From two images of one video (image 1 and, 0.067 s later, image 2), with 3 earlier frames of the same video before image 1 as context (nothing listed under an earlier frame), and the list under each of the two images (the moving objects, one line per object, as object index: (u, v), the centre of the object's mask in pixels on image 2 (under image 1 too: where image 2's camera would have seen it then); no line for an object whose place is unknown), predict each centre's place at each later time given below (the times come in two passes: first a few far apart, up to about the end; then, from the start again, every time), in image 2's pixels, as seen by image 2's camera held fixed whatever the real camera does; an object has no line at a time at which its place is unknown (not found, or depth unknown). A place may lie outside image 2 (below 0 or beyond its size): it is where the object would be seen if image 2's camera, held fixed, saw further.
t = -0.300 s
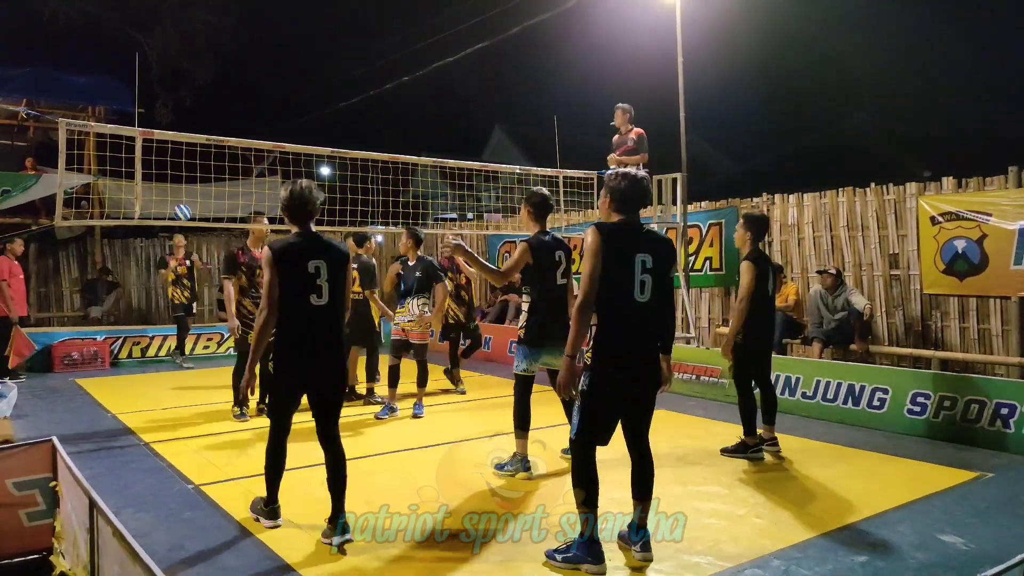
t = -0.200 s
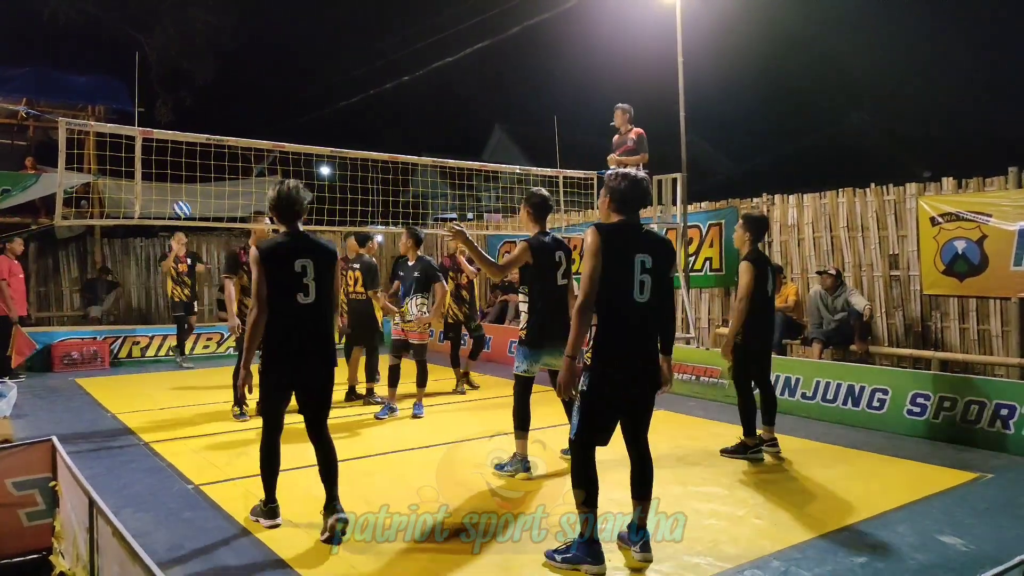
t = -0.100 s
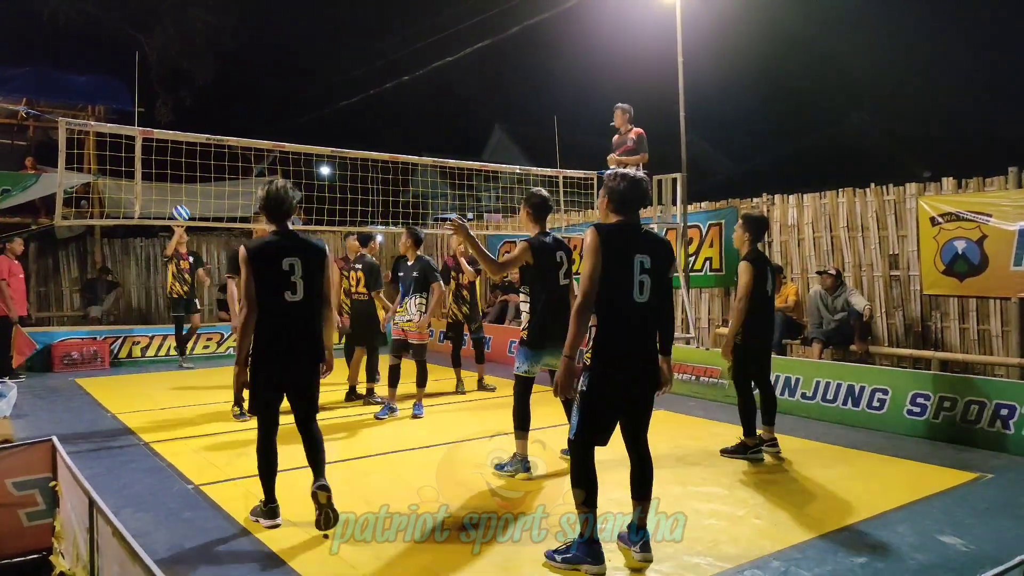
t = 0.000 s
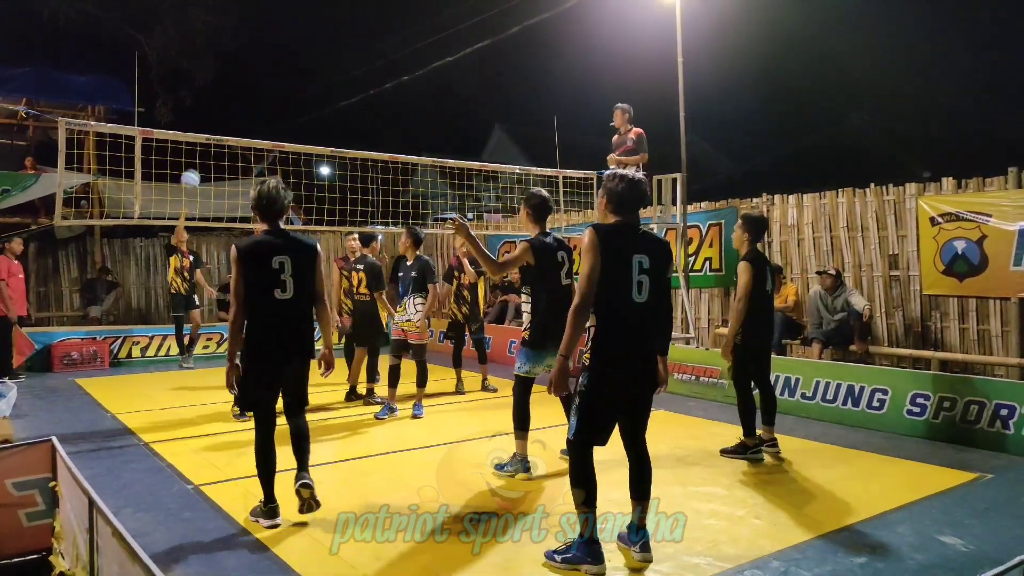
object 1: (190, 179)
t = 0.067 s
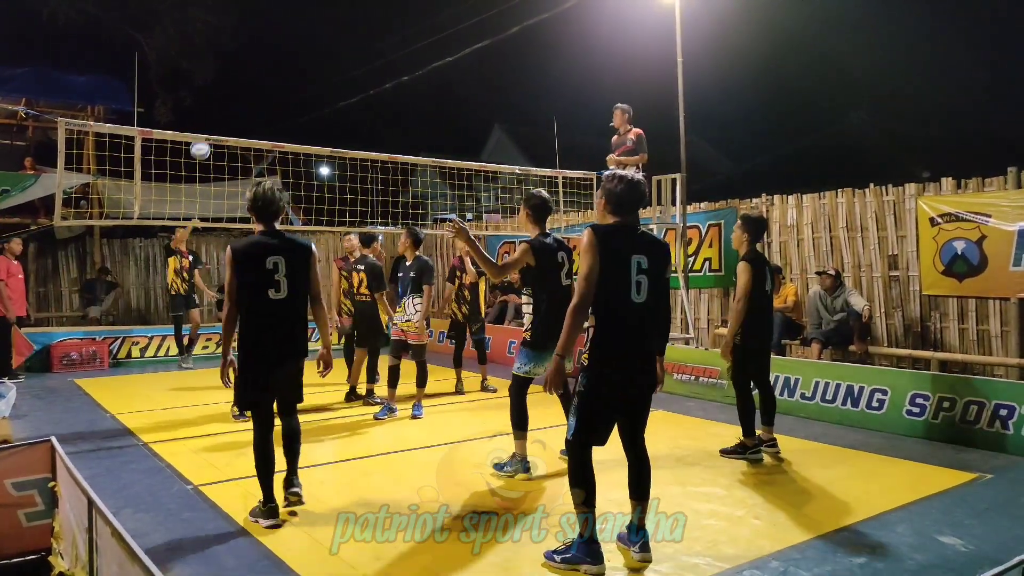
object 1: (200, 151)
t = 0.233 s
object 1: (227, 82)
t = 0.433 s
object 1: (265, 25)
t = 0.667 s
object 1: (326, 9)
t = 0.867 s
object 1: (398, 48)
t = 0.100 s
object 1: (206, 131)
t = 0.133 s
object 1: (210, 120)
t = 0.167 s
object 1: (216, 107)
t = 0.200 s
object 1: (221, 94)
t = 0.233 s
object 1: (227, 82)
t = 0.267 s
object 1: (233, 70)
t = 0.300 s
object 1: (239, 60)
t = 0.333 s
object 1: (245, 50)
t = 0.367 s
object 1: (252, 41)
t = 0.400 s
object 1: (258, 32)
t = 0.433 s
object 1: (265, 25)
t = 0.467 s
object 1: (273, 17)
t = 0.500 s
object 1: (280, 12)
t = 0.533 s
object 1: (288, 10)
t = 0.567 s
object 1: (297, 8)
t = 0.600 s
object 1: (306, 8)
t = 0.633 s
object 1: (316, 8)
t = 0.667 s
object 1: (326, 9)
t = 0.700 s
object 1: (336, 10)
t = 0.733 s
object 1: (347, 13)
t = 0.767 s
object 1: (359, 17)
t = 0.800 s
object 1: (371, 25)
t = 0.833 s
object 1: (384, 36)
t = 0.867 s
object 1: (398, 48)
